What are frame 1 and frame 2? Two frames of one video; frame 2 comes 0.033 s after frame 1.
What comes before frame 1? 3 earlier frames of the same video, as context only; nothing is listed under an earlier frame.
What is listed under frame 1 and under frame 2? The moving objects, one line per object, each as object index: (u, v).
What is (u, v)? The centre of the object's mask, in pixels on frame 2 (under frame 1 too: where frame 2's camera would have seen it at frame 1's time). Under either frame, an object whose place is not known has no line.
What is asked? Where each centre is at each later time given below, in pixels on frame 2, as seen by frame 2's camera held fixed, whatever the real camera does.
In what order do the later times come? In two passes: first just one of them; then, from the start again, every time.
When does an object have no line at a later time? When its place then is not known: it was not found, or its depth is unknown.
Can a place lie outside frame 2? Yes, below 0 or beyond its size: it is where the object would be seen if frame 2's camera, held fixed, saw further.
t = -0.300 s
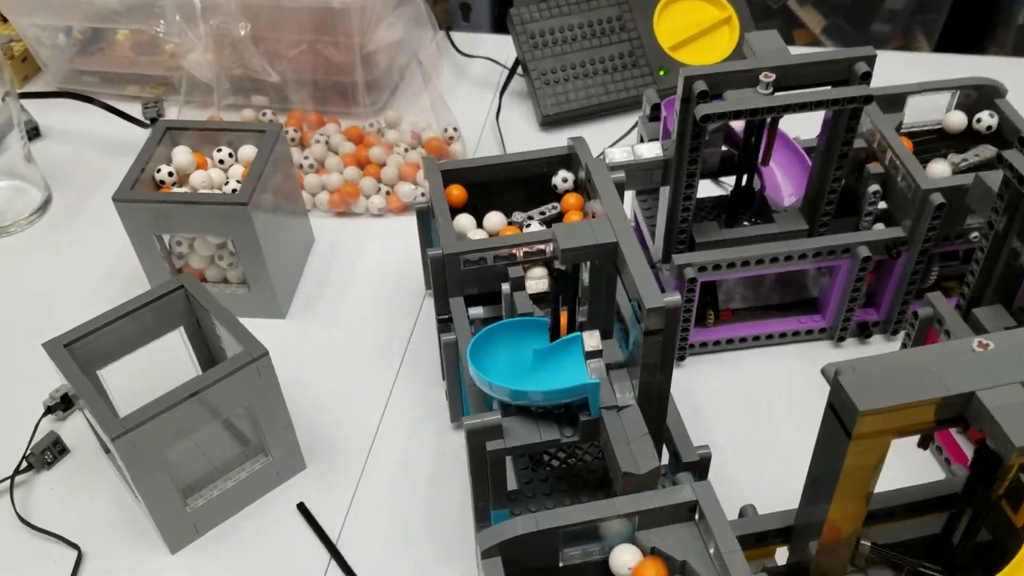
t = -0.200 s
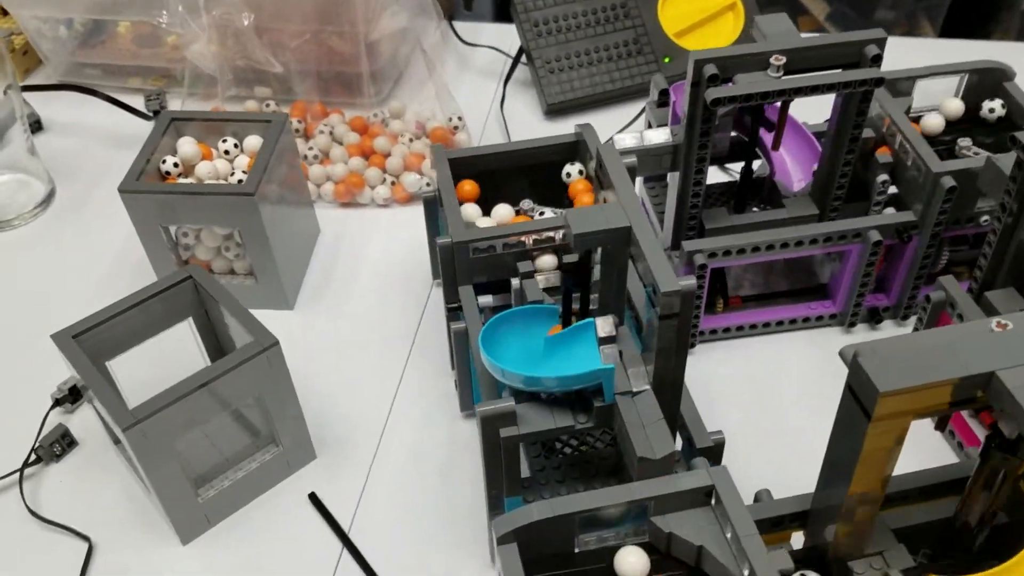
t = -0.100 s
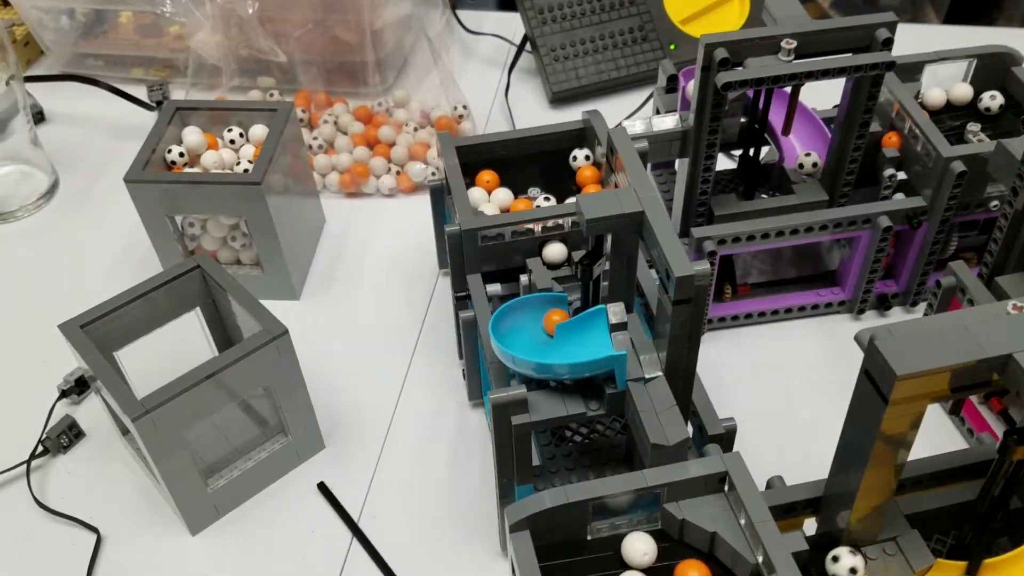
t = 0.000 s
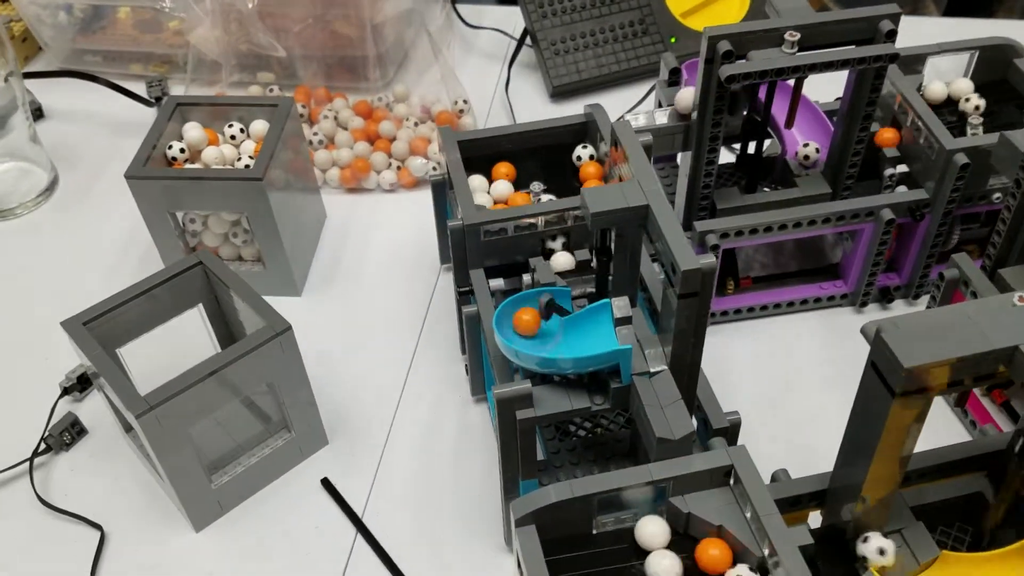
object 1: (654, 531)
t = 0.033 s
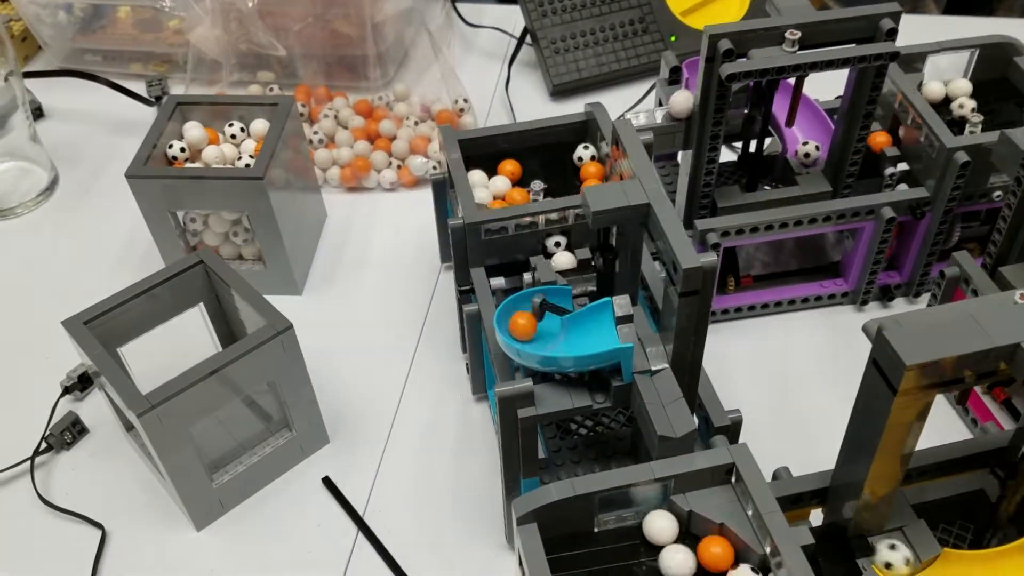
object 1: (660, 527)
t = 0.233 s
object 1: (677, 536)
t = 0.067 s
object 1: (664, 527)
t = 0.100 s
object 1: (666, 528)
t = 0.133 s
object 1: (669, 530)
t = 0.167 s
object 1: (672, 532)
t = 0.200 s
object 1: (674, 534)
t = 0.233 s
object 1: (677, 536)
